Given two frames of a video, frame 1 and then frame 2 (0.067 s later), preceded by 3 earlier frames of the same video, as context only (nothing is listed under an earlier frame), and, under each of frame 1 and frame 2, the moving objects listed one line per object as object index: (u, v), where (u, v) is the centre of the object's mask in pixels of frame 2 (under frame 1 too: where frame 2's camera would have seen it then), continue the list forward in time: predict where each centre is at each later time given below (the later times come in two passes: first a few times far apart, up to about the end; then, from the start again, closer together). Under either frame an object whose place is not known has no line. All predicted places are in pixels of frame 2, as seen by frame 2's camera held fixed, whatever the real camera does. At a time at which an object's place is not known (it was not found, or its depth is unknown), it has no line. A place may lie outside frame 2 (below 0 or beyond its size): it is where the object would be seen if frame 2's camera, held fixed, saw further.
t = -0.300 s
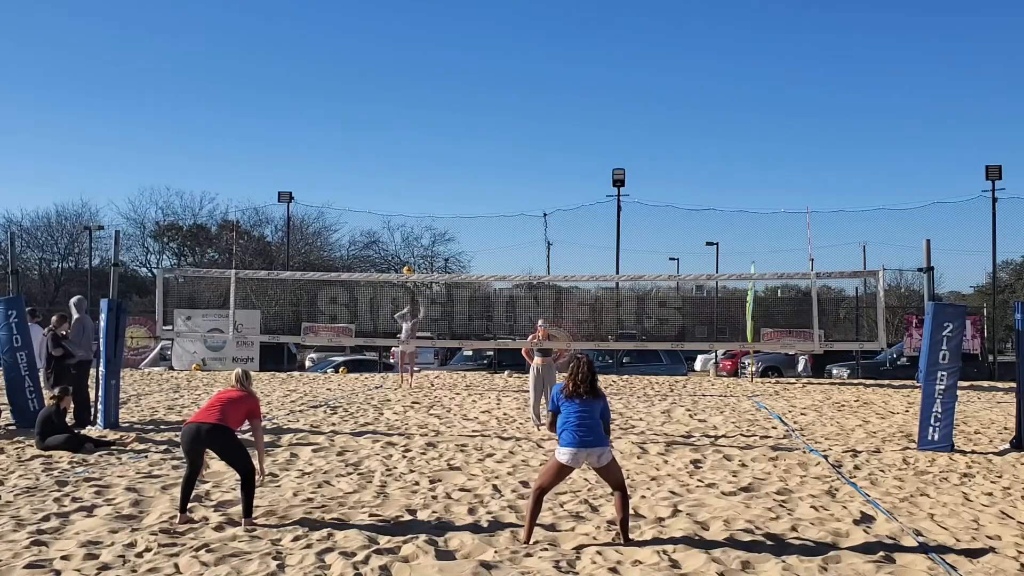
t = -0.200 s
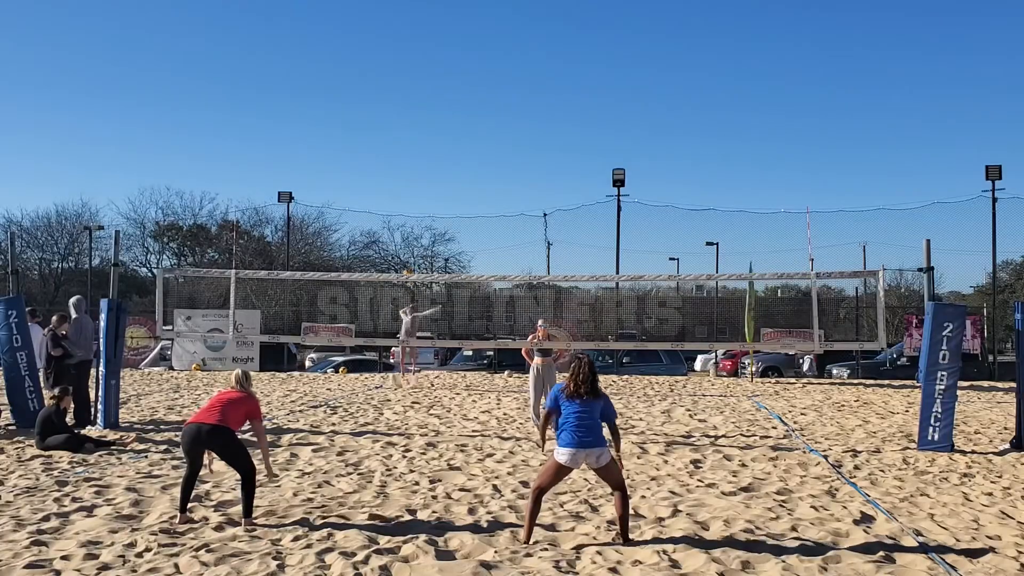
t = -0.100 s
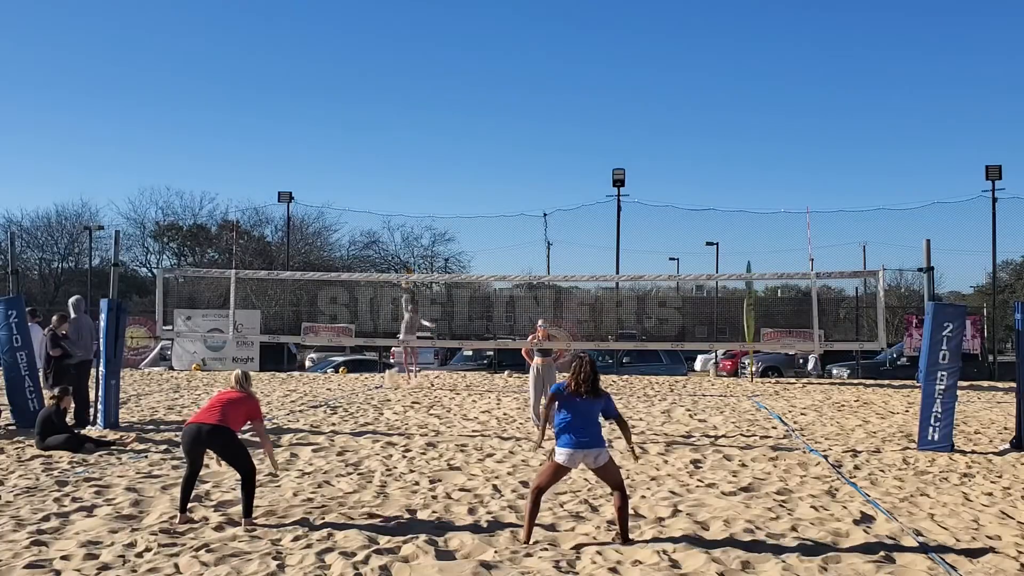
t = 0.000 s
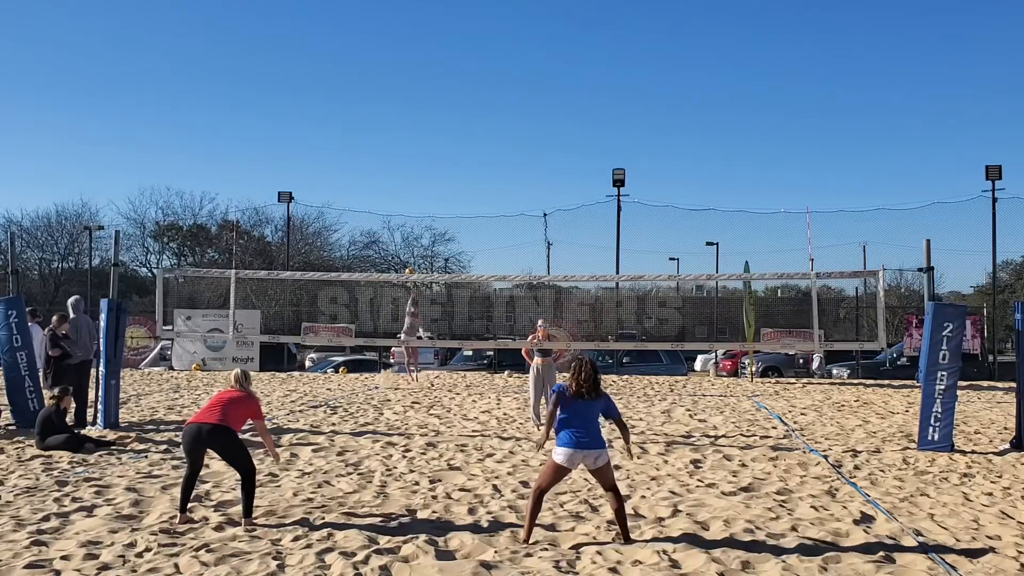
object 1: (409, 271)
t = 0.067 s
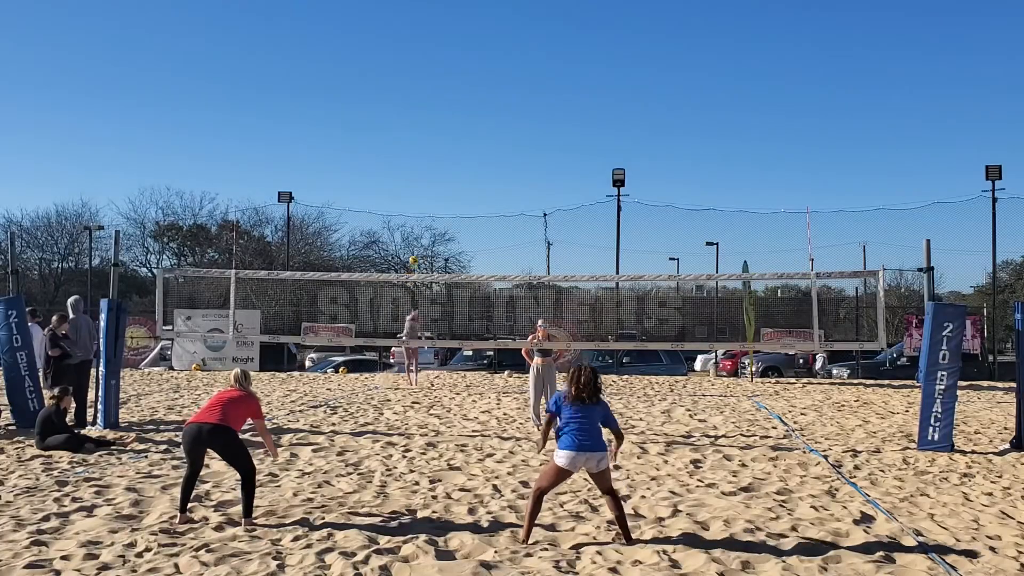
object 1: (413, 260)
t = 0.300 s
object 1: (431, 228)
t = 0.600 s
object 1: (469, 222)
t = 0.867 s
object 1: (524, 281)
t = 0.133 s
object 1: (419, 250)
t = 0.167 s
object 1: (421, 245)
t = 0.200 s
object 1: (423, 241)
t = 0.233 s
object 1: (426, 237)
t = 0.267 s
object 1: (428, 233)
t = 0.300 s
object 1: (431, 228)
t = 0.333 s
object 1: (434, 225)
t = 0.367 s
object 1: (438, 223)
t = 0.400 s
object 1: (441, 220)
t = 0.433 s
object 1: (445, 219)
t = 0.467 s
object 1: (450, 218)
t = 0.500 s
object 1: (454, 218)
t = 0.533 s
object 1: (459, 218)
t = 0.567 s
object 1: (464, 220)
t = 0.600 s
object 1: (469, 222)
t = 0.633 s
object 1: (475, 225)
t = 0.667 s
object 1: (480, 228)
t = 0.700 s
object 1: (484, 231)
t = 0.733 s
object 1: (493, 240)
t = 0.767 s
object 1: (500, 247)
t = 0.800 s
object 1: (507, 256)
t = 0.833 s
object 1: (515, 268)
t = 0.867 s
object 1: (524, 281)
